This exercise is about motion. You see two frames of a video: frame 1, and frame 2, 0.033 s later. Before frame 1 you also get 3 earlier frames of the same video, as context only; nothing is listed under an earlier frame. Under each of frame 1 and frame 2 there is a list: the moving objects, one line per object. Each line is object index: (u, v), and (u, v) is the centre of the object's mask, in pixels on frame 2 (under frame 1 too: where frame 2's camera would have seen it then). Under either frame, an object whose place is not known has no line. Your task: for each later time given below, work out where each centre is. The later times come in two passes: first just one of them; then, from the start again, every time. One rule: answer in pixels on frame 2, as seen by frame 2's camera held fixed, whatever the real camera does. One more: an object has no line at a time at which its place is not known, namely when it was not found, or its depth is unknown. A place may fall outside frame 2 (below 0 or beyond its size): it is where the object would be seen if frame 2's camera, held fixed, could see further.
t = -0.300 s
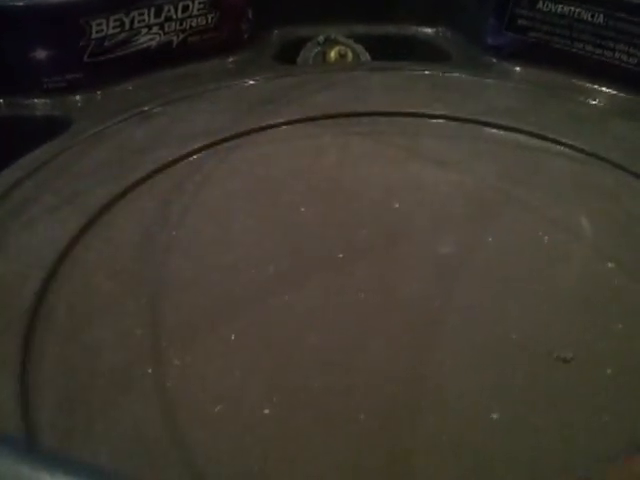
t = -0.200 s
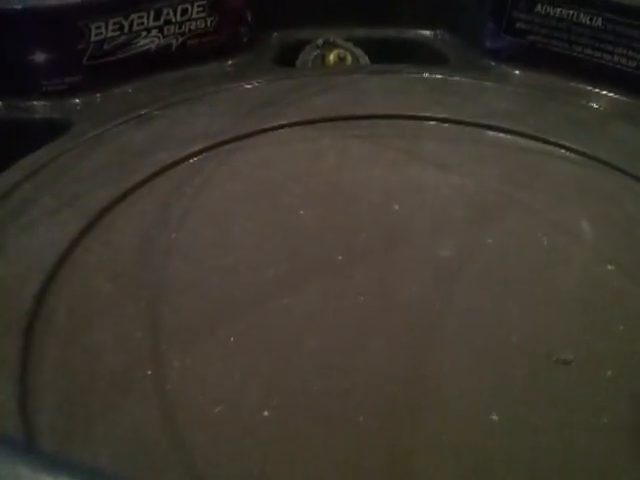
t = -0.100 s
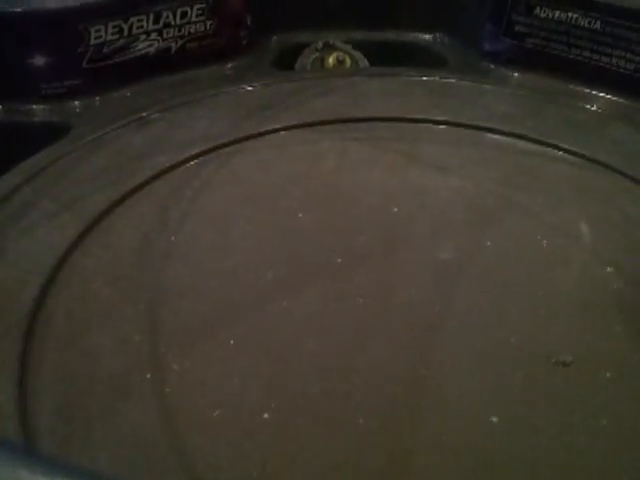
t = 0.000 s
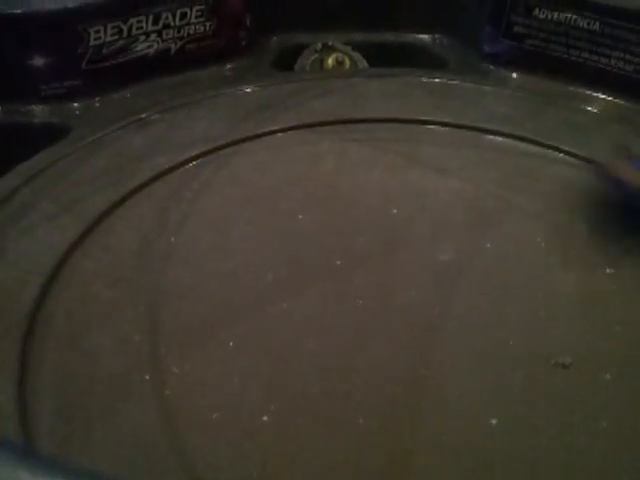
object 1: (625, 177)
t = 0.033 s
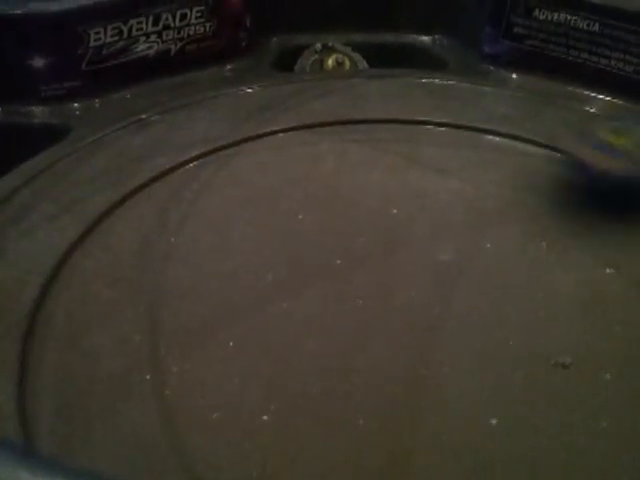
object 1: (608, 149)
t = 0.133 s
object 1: (493, 126)
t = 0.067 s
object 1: (579, 142)
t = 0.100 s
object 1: (544, 132)
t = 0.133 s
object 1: (493, 126)
